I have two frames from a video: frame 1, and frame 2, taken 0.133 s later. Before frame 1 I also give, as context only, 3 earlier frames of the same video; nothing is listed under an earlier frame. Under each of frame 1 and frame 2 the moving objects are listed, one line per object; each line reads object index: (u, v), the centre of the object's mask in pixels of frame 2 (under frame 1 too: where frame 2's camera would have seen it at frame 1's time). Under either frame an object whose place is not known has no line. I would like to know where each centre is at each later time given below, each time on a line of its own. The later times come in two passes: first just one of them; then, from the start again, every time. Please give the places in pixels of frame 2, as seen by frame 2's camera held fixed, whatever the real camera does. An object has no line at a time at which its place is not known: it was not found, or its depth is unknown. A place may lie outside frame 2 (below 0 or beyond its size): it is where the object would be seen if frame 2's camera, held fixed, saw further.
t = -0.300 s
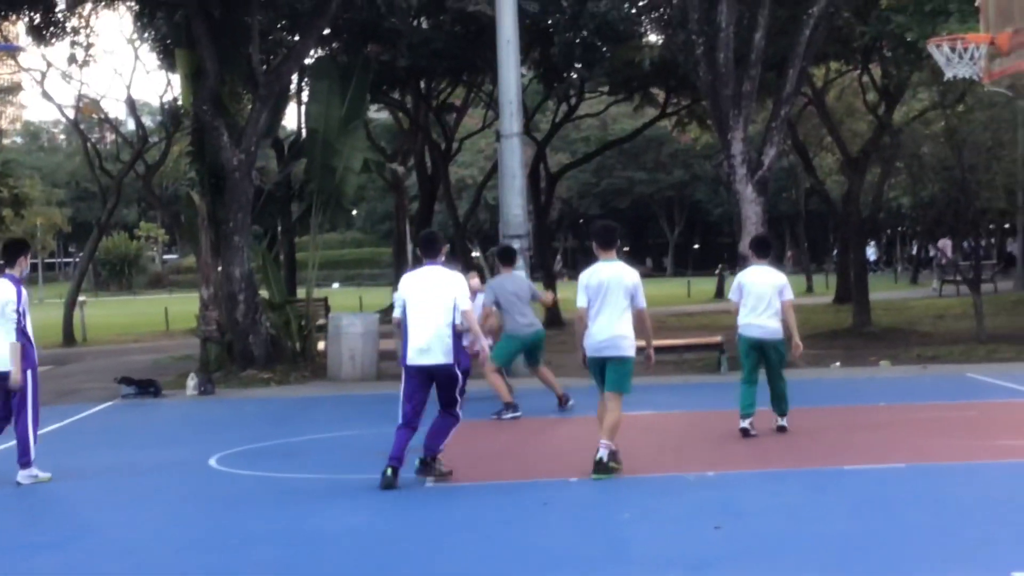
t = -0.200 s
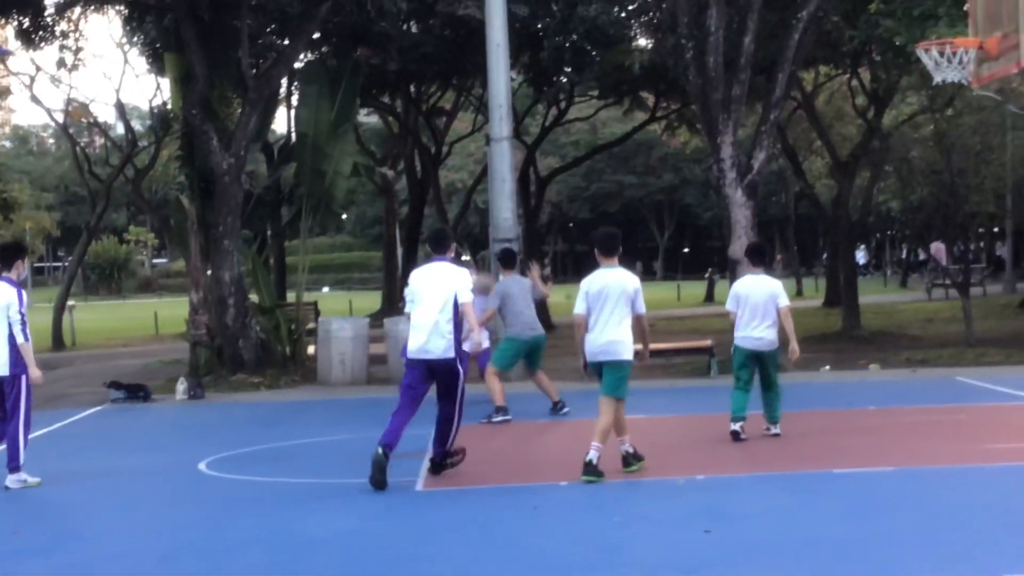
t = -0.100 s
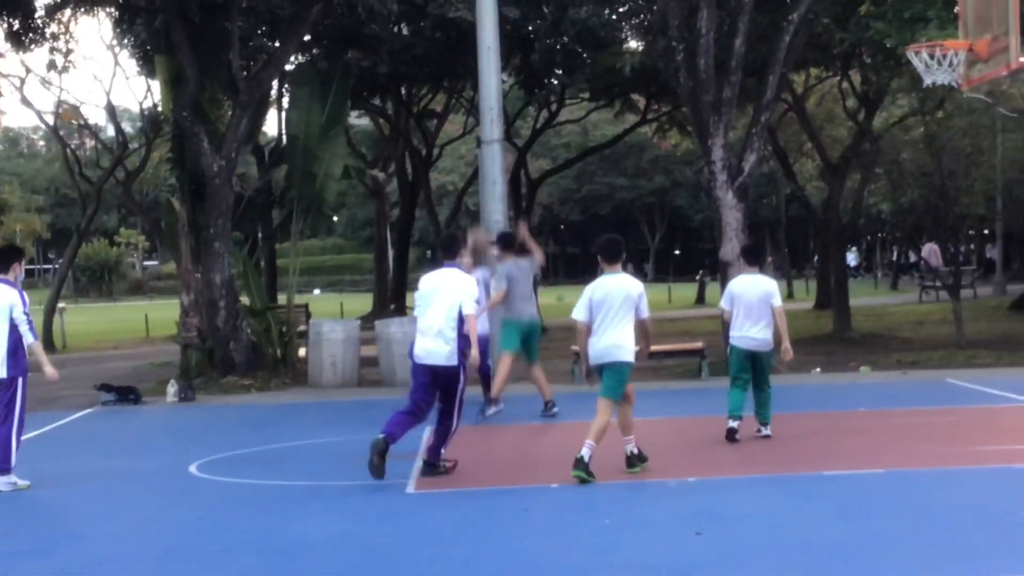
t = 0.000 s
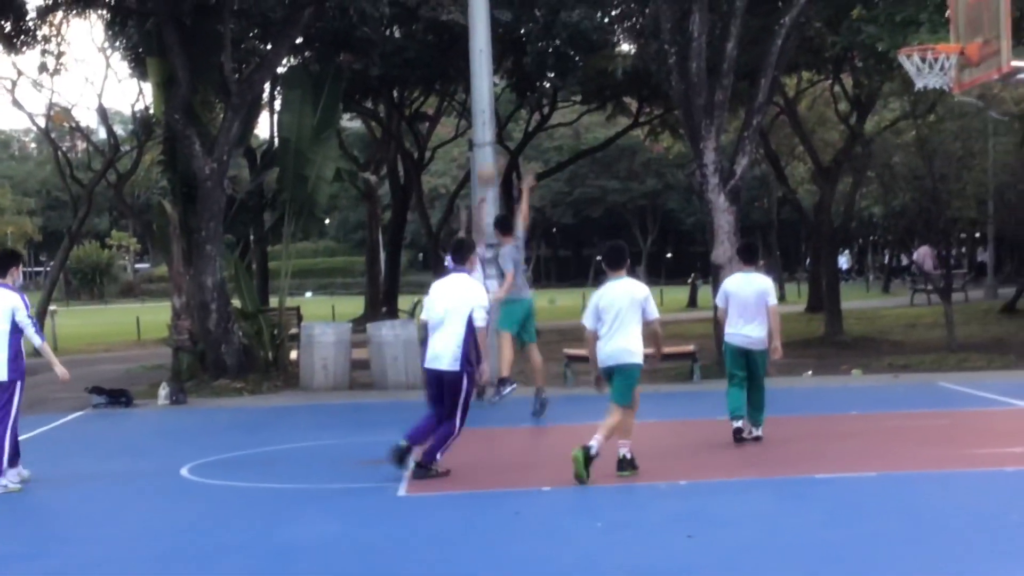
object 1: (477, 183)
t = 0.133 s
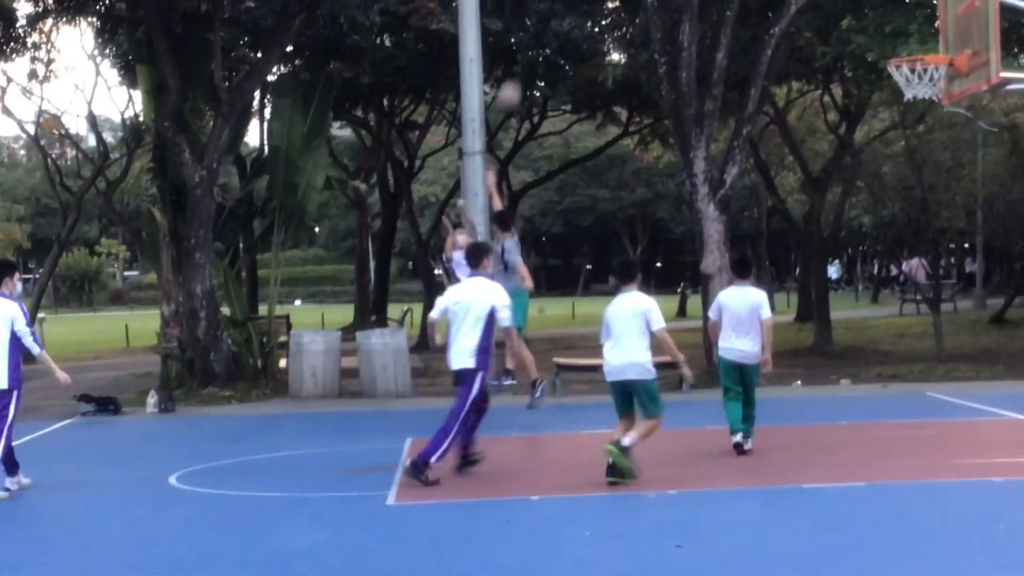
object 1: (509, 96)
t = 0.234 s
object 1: (535, 41)
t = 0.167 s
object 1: (517, 76)
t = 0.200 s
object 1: (526, 58)
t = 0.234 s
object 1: (535, 41)
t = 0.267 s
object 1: (543, 23)
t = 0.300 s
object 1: (552, 7)
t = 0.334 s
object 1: (561, -8)
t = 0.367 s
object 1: (570, -22)
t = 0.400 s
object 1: (580, -35)
